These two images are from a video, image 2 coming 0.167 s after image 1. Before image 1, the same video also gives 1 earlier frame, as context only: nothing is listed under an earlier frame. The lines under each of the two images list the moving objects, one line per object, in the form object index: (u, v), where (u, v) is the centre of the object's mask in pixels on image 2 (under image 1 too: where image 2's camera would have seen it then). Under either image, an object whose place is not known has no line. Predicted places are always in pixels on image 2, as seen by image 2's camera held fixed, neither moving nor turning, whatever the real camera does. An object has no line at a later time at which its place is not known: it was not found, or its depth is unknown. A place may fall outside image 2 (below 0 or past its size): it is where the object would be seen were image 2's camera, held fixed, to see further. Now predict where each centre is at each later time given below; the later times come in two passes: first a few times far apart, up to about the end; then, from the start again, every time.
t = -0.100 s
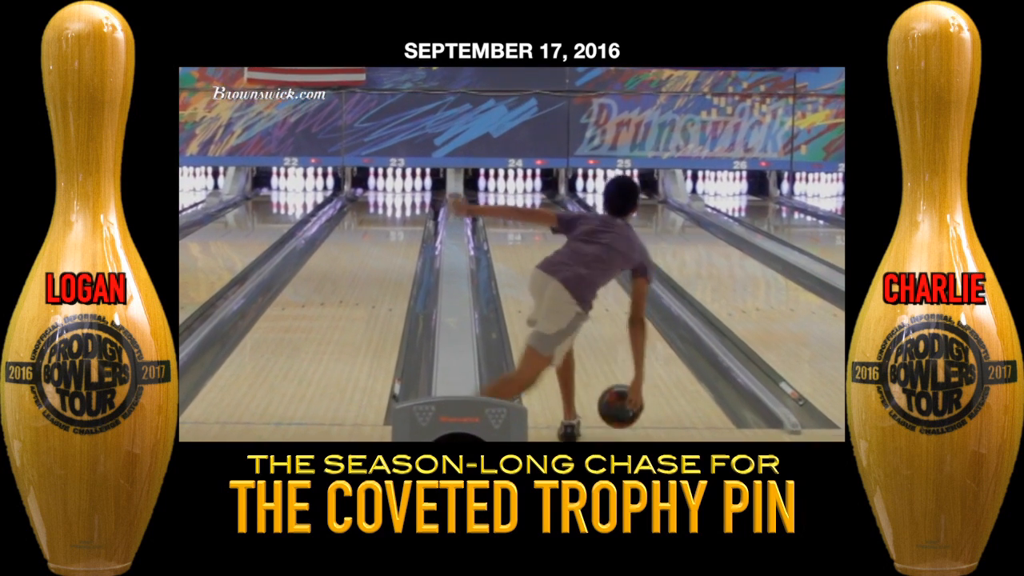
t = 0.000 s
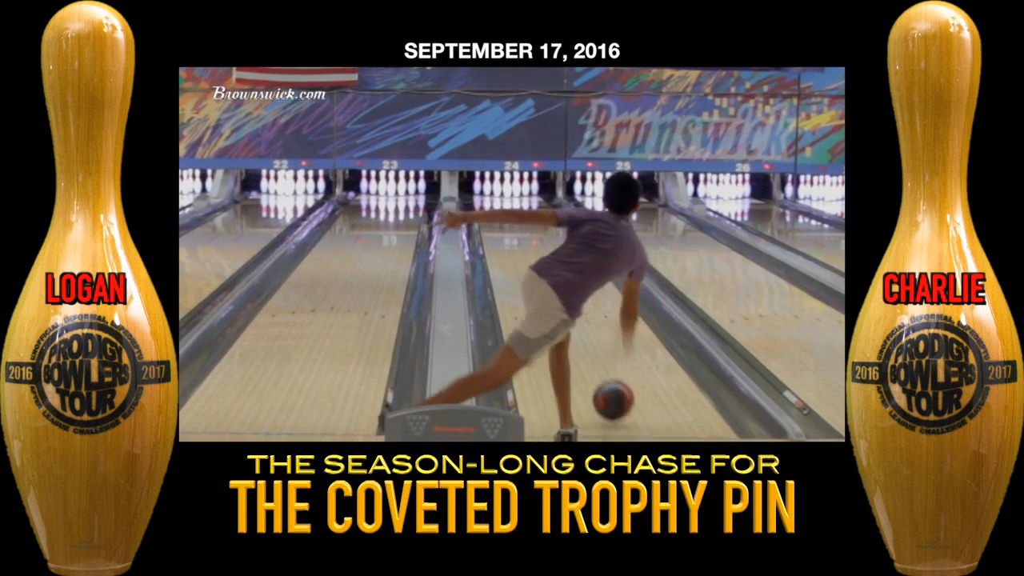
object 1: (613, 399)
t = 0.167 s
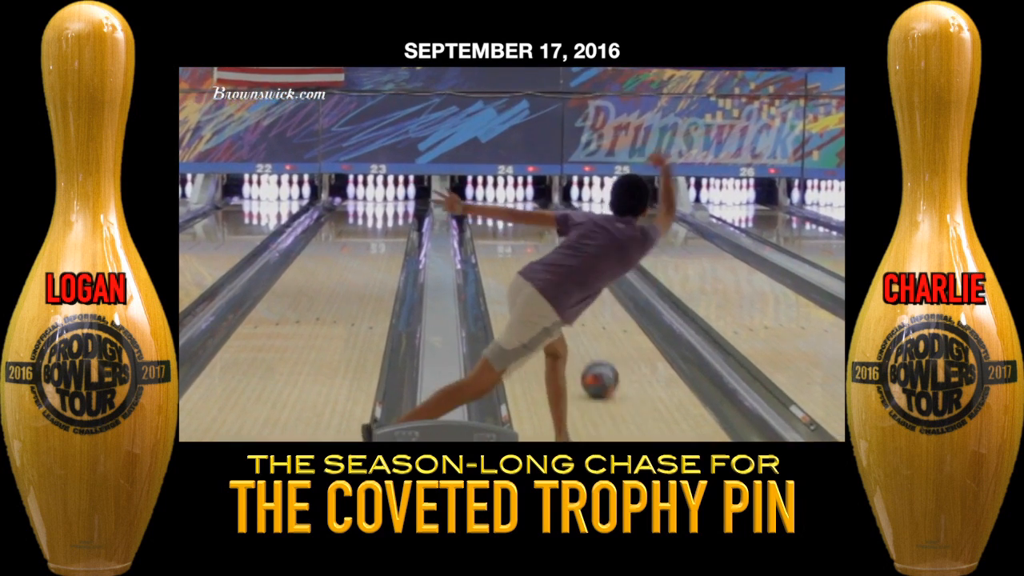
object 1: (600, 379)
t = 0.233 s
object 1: (595, 371)
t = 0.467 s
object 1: (578, 347)
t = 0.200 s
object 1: (597, 375)
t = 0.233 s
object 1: (595, 371)
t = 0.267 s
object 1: (592, 367)
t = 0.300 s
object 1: (590, 363)
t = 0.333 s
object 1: (587, 360)
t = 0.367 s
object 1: (585, 356)
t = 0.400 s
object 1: (583, 353)
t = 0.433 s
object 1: (580, 350)
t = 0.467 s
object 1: (578, 347)
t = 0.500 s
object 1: (574, 343)
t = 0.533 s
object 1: (569, 340)
